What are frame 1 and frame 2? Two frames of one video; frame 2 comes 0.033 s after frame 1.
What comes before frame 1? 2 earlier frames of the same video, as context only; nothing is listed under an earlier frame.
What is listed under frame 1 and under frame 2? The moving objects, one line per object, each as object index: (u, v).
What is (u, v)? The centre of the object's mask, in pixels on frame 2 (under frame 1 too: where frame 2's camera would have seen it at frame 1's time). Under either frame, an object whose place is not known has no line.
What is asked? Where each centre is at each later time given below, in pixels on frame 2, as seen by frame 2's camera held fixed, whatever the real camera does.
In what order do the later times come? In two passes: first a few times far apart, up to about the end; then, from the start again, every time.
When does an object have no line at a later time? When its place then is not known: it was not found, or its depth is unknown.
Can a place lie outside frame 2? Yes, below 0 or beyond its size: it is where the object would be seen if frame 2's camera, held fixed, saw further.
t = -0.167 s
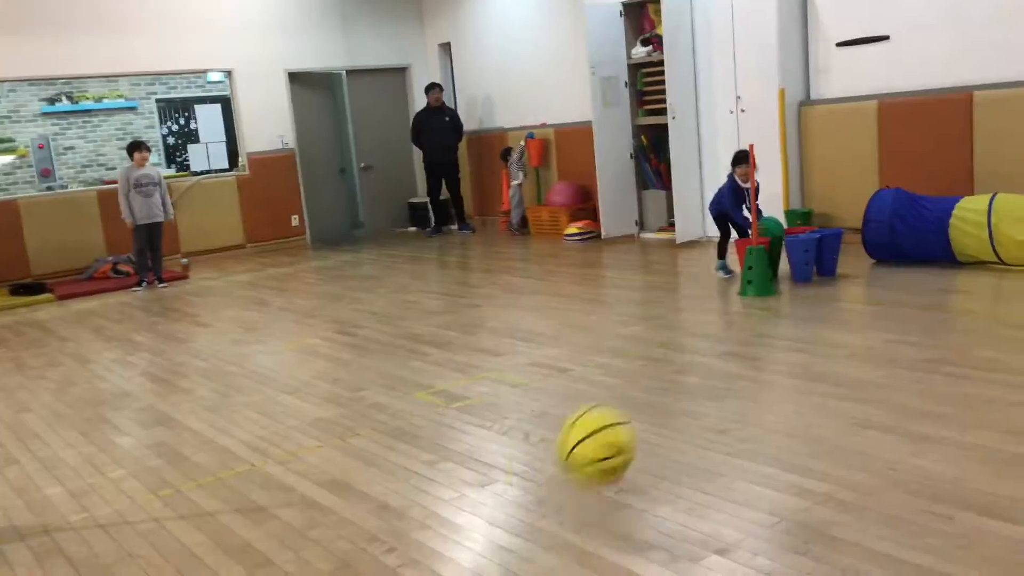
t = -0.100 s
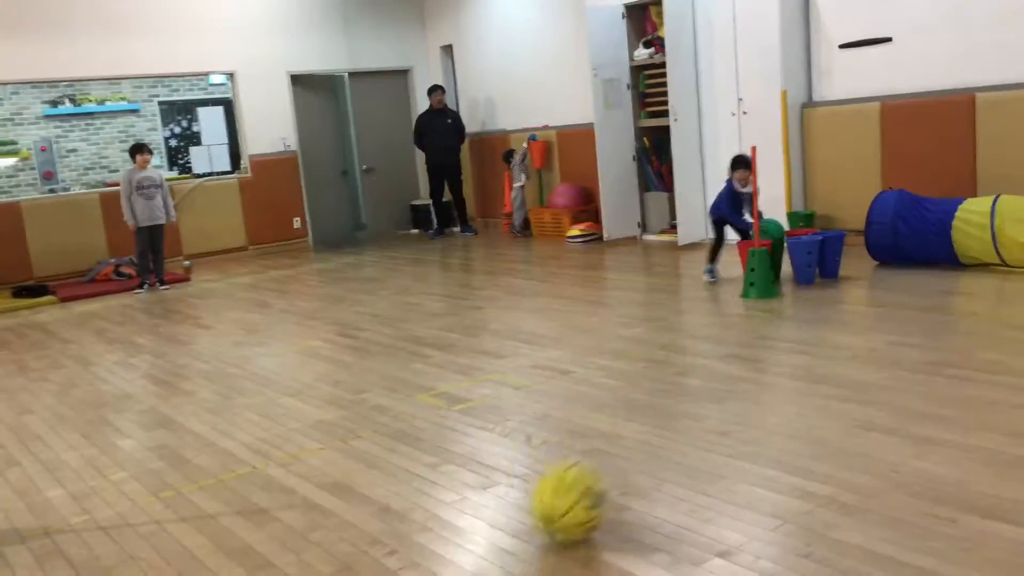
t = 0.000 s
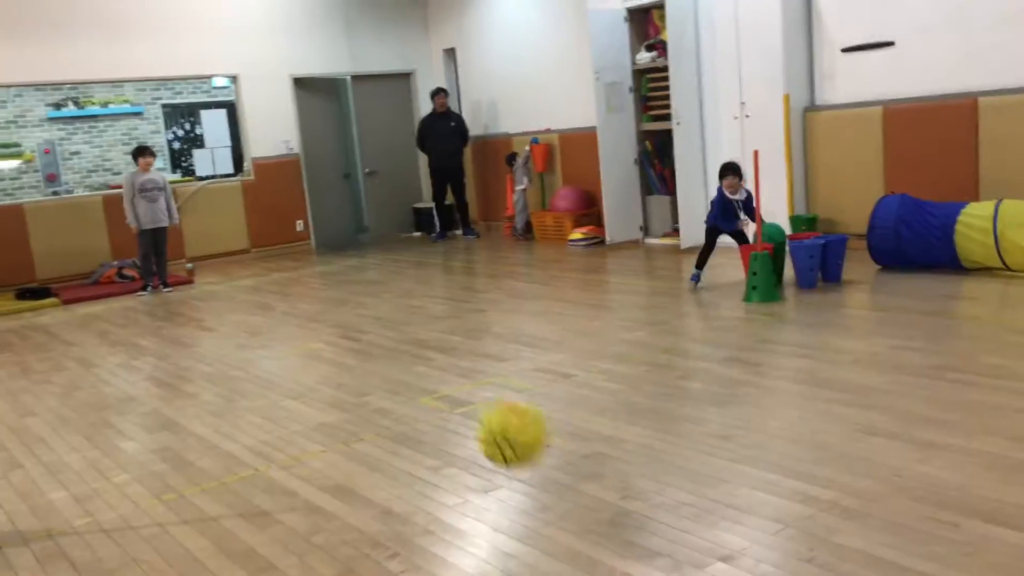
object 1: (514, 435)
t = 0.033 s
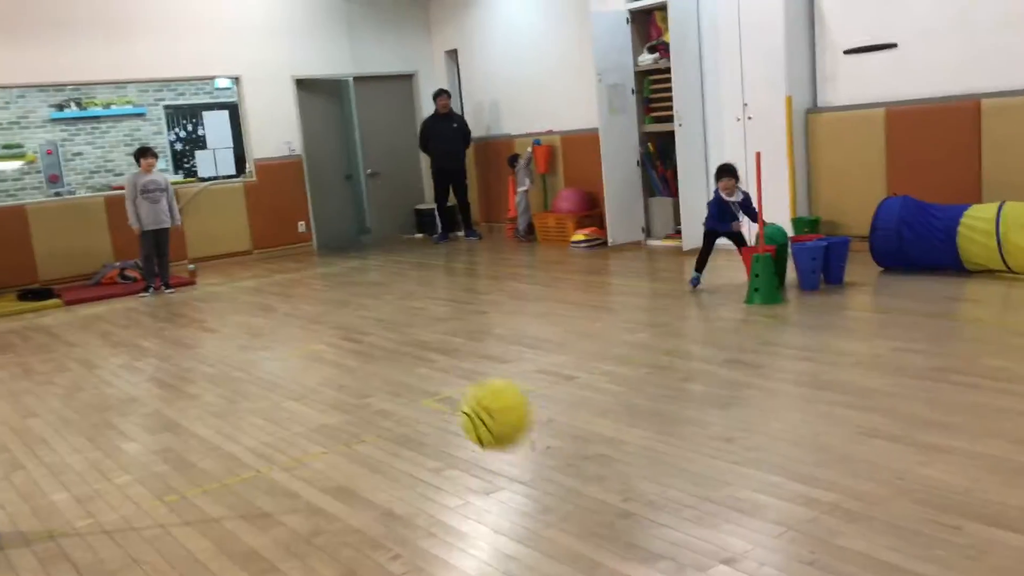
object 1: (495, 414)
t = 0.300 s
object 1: (378, 379)
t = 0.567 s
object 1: (289, 404)
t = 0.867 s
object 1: (204, 396)
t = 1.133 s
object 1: (139, 373)
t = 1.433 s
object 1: (80, 373)
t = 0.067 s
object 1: (478, 398)
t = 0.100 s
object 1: (461, 386)
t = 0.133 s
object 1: (446, 376)
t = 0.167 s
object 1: (431, 371)
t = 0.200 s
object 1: (416, 368)
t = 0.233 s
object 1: (403, 369)
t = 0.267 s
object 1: (390, 373)
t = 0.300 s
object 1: (378, 379)
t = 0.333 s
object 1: (366, 388)
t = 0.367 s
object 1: (356, 400)
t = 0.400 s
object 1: (346, 415)
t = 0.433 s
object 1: (338, 430)
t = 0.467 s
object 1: (328, 449)
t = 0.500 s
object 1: (315, 434)
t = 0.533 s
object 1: (301, 417)
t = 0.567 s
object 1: (289, 404)
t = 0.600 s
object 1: (277, 393)
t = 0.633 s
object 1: (266, 384)
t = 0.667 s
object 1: (255, 379)
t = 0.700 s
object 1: (246, 375)
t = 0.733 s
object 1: (236, 374)
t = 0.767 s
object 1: (227, 376)
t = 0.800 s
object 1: (219, 380)
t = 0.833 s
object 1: (211, 387)
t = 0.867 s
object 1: (204, 396)
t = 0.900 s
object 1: (198, 407)
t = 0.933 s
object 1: (191, 420)
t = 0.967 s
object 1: (181, 407)
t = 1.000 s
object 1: (172, 396)
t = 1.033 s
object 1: (163, 387)
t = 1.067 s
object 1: (155, 380)
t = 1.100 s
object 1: (146, 375)
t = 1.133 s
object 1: (139, 373)
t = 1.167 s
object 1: (132, 374)
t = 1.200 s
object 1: (126, 376)
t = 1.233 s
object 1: (119, 381)
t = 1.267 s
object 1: (114, 387)
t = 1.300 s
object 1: (109, 397)
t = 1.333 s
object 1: (101, 395)
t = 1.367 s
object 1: (94, 384)
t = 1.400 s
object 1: (87, 378)
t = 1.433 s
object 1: (80, 373)
